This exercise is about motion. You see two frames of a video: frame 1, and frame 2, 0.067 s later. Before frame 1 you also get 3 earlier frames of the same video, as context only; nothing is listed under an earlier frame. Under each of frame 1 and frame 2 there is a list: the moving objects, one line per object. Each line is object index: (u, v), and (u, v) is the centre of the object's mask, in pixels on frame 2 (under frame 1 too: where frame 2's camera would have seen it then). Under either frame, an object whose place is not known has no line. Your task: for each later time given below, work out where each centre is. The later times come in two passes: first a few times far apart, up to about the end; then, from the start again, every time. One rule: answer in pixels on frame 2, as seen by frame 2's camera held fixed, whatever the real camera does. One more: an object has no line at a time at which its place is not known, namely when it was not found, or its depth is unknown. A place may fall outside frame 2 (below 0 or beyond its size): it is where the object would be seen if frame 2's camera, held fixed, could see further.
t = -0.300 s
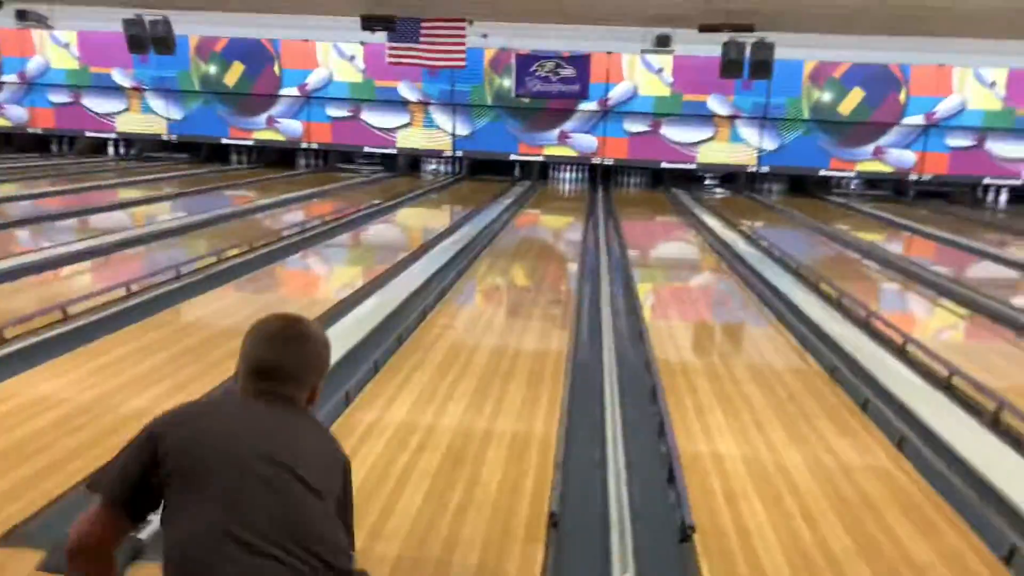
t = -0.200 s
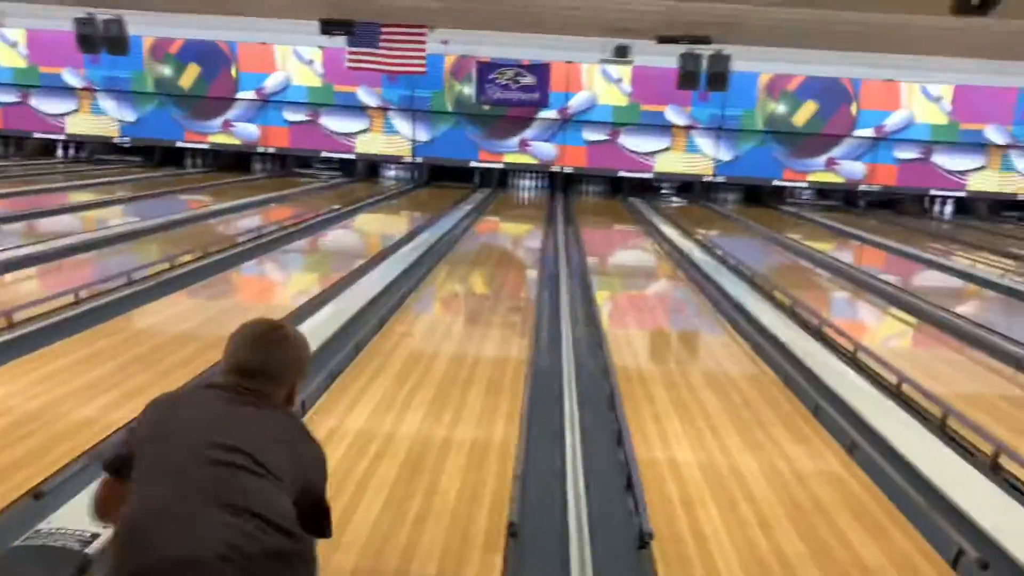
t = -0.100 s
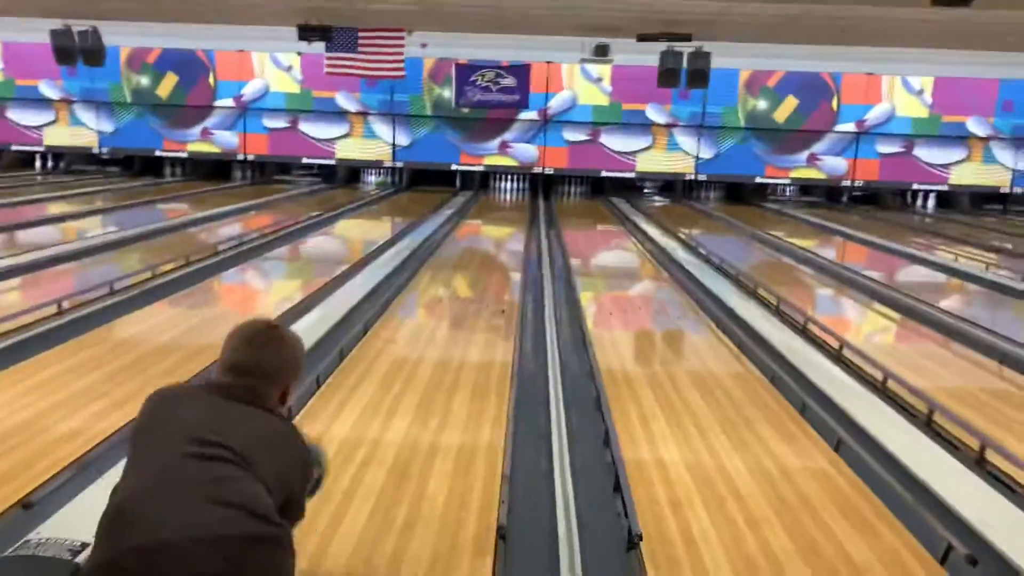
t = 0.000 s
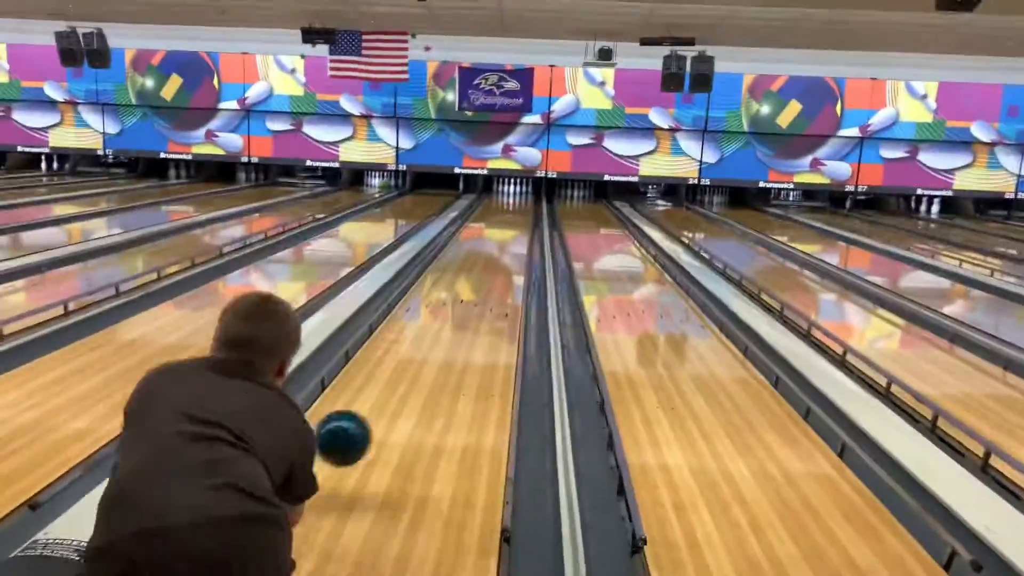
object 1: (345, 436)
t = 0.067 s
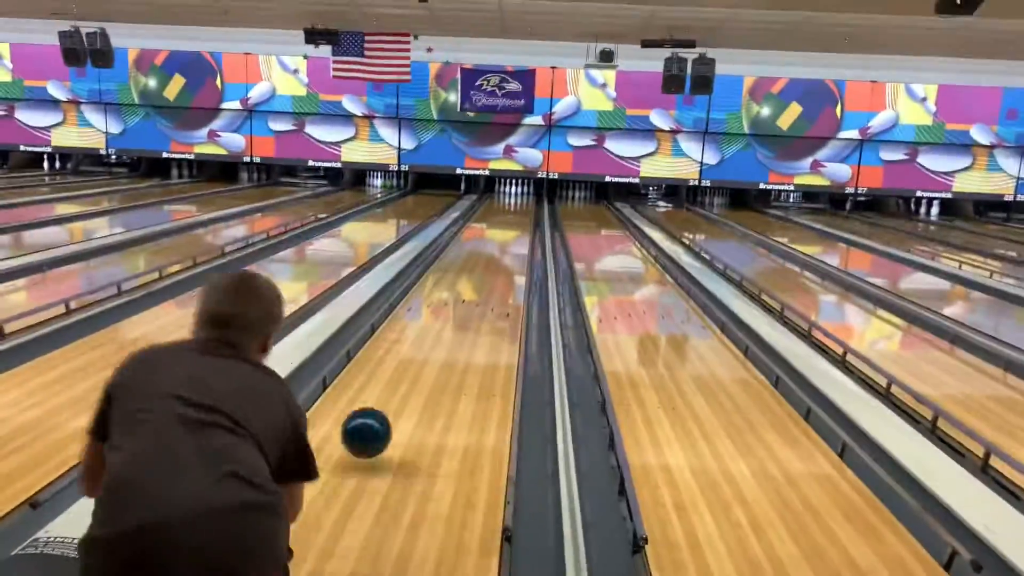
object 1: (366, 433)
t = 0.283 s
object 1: (417, 365)
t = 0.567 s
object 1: (449, 311)
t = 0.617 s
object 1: (456, 306)
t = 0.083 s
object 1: (371, 433)
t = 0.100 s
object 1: (375, 431)
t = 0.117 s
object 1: (380, 422)
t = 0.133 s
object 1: (385, 413)
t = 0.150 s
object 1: (390, 405)
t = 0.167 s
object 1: (394, 398)
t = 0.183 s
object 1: (397, 392)
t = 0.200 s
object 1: (400, 388)
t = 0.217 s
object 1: (404, 383)
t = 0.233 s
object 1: (407, 378)
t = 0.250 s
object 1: (411, 374)
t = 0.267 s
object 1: (414, 369)
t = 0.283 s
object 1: (417, 365)
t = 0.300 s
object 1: (420, 361)
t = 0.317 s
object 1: (422, 356)
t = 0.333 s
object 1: (425, 353)
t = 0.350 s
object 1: (427, 349)
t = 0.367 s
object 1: (429, 345)
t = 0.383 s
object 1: (431, 342)
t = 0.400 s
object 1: (434, 339)
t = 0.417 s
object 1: (436, 336)
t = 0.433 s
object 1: (437, 333)
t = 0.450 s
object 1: (439, 331)
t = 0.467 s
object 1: (441, 328)
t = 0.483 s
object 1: (443, 325)
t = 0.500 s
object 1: (444, 323)
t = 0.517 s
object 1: (445, 320)
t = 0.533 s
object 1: (447, 317)
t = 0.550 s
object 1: (448, 314)
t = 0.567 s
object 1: (449, 311)
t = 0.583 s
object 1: (452, 310)
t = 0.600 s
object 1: (454, 308)
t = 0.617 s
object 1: (456, 306)
